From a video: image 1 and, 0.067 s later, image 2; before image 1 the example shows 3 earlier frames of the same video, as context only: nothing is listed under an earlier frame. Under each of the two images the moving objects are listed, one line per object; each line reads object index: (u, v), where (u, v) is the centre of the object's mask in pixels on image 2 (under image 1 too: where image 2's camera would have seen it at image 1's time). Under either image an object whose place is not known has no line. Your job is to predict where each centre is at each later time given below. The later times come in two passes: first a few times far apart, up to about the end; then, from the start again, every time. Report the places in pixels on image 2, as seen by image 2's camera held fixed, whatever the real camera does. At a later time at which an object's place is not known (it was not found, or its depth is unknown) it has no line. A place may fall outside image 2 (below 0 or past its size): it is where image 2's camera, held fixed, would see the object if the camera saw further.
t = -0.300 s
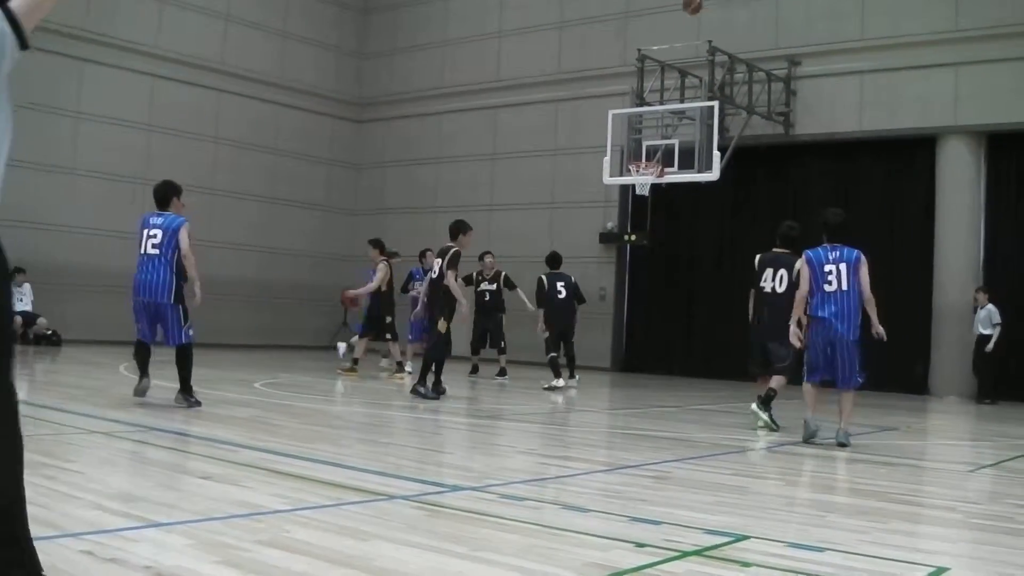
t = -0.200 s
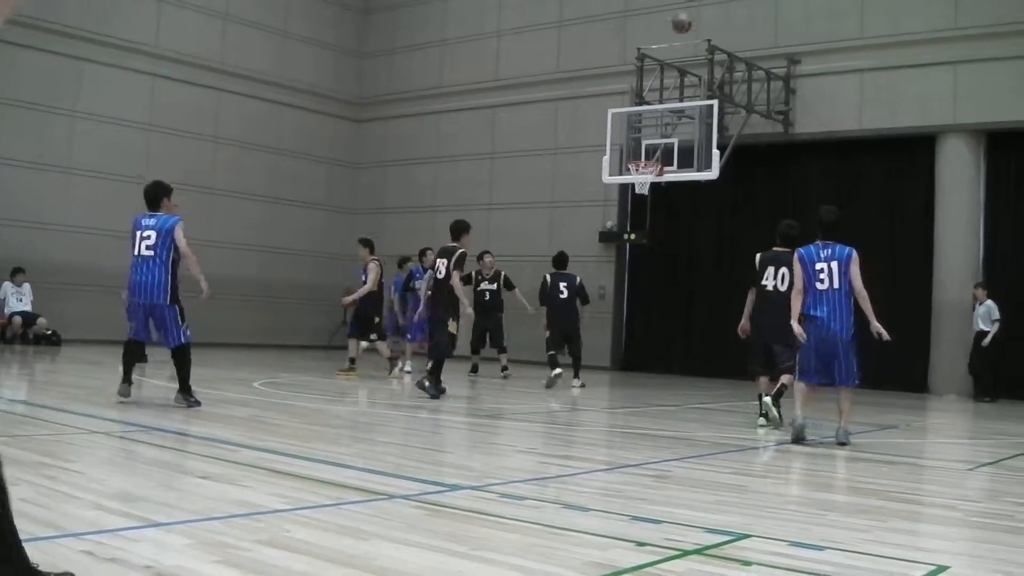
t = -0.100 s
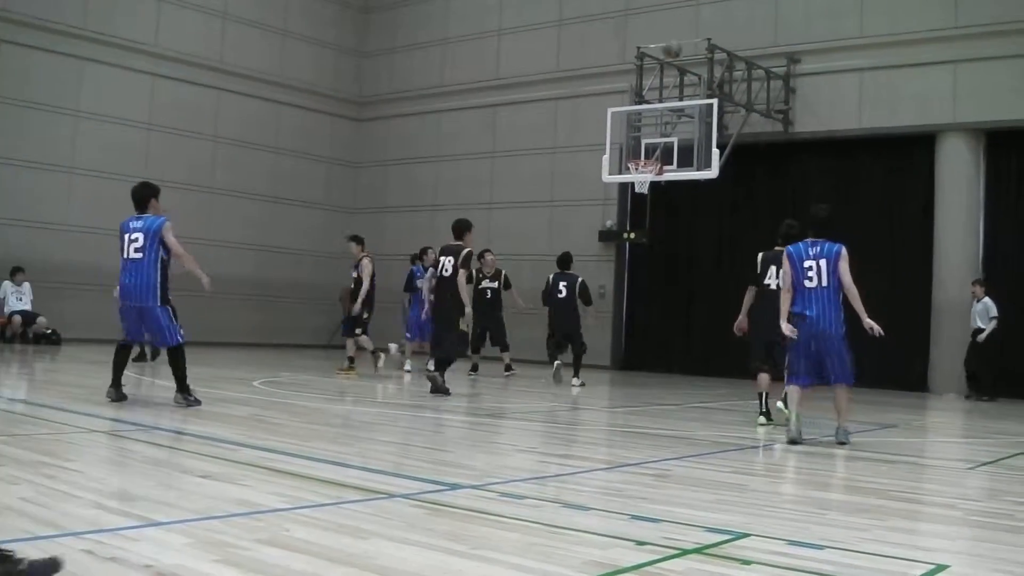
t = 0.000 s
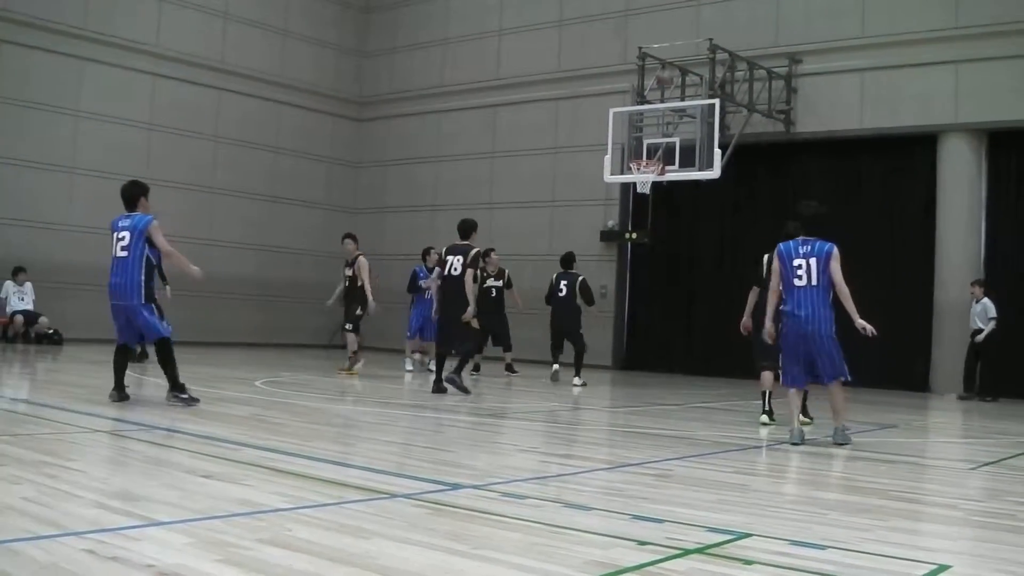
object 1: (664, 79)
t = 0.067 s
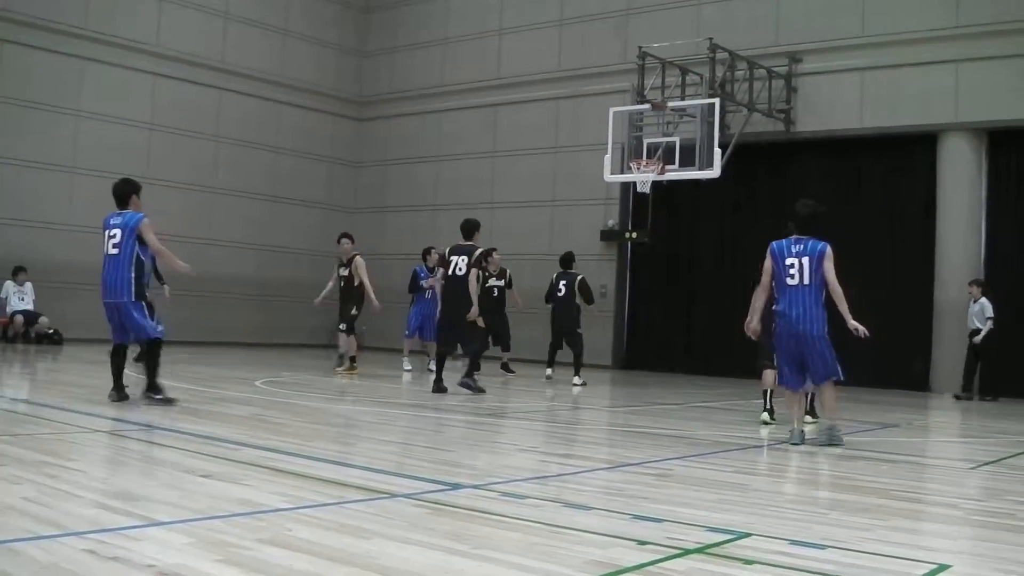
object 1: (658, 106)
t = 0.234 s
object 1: (637, 153)
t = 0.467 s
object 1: (592, 113)
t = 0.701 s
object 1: (543, 108)
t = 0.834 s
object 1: (513, 123)
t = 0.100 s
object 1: (657, 117)
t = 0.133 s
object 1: (653, 131)
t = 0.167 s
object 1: (650, 141)
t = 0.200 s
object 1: (644, 152)
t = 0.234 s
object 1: (637, 153)
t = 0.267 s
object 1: (629, 145)
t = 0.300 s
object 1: (624, 140)
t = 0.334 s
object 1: (619, 133)
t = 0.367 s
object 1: (612, 128)
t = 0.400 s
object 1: (605, 123)
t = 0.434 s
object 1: (598, 118)
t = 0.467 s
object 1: (592, 113)
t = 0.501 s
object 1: (585, 111)
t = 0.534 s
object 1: (578, 108)
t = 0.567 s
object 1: (571, 106)
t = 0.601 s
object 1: (565, 105)
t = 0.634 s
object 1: (558, 105)
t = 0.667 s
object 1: (551, 106)
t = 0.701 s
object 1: (543, 108)
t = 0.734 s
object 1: (536, 110)
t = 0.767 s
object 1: (528, 114)
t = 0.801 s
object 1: (520, 119)
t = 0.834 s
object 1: (513, 123)
